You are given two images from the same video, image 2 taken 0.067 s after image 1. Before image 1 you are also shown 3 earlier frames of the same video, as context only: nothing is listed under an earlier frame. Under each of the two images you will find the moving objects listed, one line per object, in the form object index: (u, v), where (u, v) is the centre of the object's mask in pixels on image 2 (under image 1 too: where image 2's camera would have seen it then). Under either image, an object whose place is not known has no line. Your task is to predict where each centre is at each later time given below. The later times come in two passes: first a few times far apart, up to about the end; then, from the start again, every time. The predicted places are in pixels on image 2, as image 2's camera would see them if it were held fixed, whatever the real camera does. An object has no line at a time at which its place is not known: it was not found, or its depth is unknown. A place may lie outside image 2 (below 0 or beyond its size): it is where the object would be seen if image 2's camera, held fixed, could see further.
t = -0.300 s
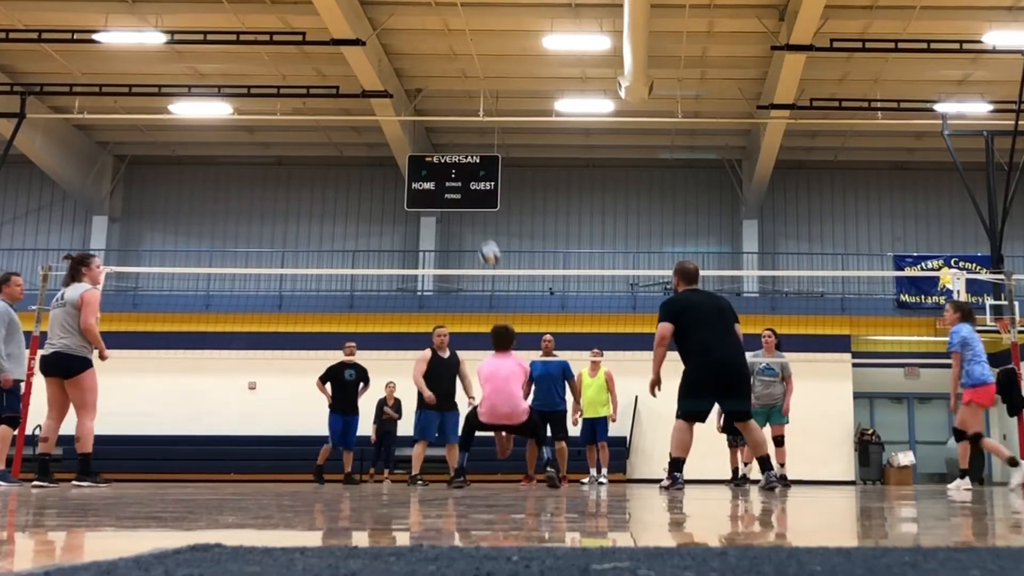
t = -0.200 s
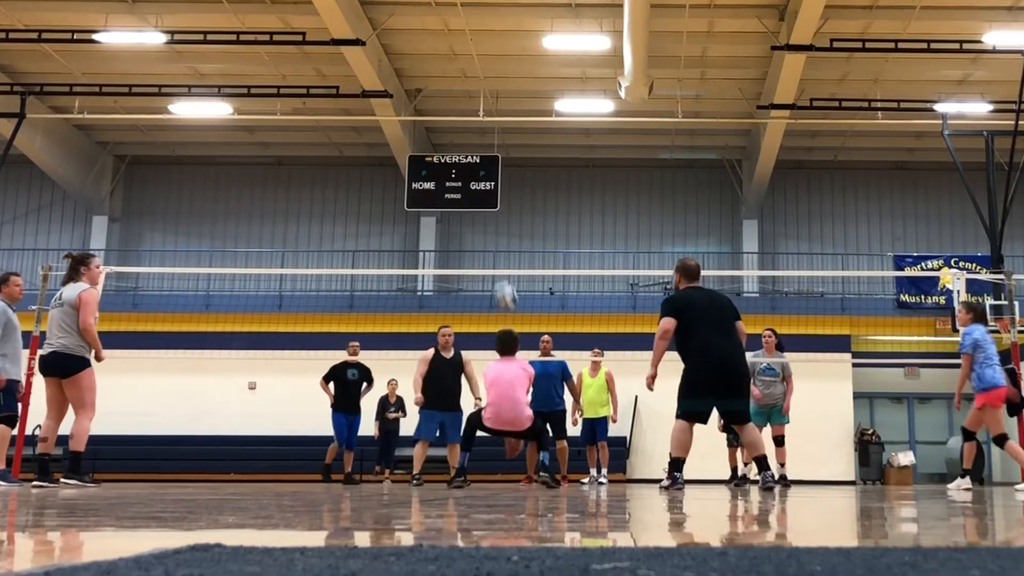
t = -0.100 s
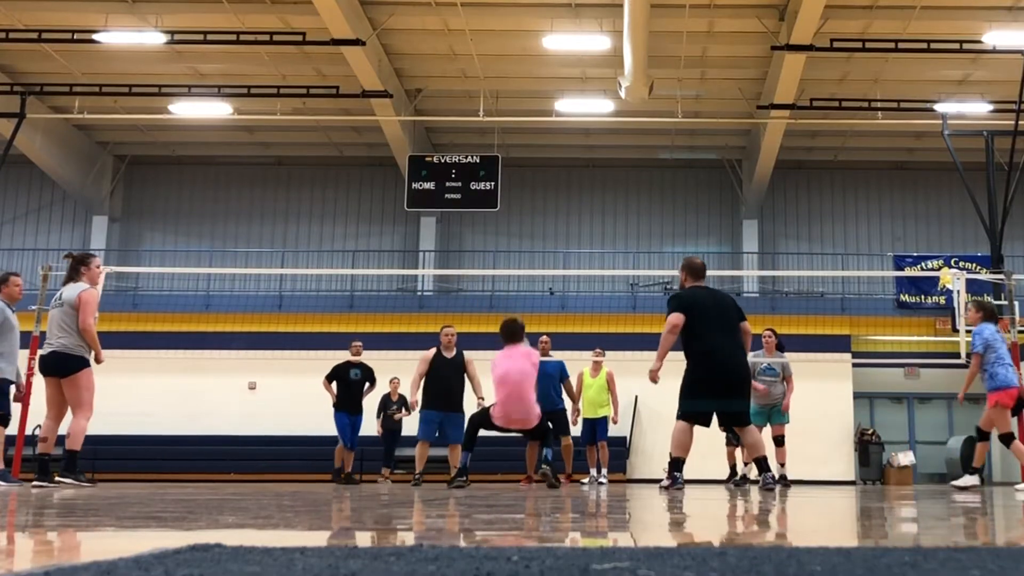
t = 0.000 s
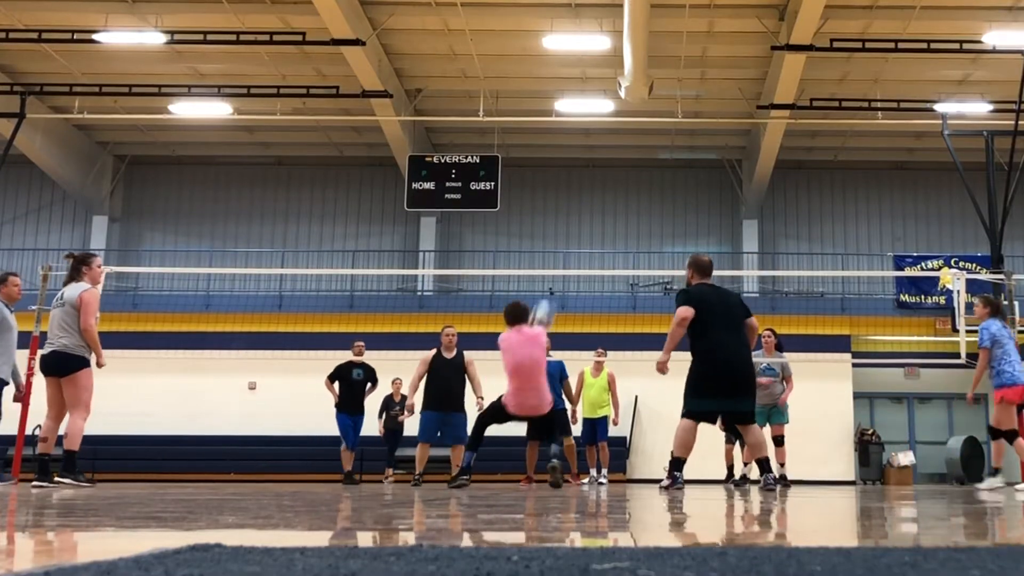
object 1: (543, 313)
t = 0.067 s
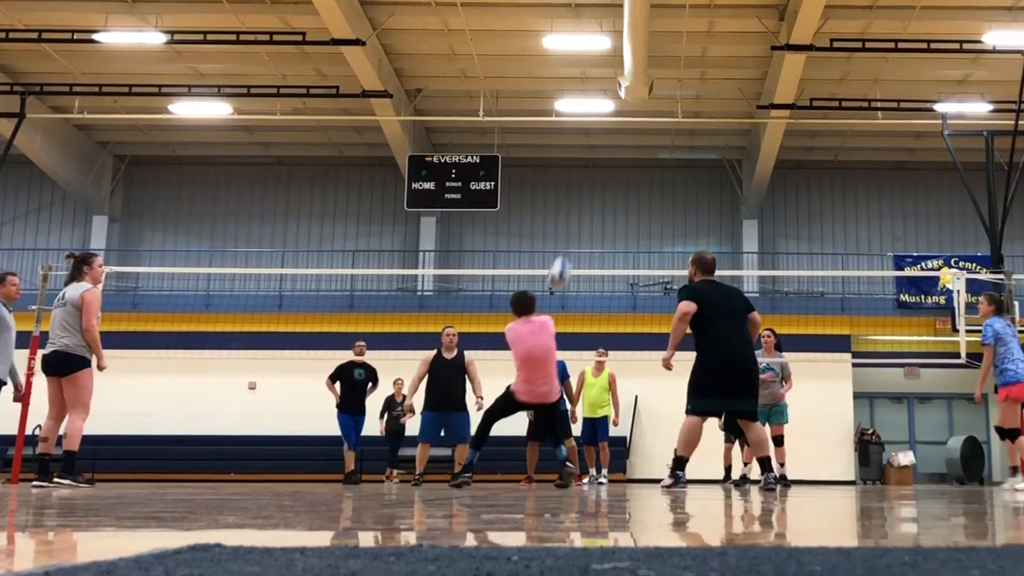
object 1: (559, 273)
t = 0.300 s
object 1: (611, 175)
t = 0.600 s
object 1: (666, 146)
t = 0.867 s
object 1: (710, 193)
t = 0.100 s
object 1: (567, 254)
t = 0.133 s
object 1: (575, 236)
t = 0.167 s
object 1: (583, 221)
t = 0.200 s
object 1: (590, 207)
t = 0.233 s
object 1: (597, 195)
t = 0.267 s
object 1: (604, 185)
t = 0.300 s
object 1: (611, 175)
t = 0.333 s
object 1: (618, 167)
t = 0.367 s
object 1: (623, 161)
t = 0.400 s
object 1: (630, 155)
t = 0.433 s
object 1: (637, 150)
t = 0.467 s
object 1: (643, 147)
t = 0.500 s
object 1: (649, 145)
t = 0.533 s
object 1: (654, 144)
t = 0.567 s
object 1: (661, 144)
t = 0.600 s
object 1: (666, 146)
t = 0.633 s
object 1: (672, 148)
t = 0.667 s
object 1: (677, 151)
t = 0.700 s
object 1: (683, 155)
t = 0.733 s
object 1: (688, 161)
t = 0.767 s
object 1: (694, 168)
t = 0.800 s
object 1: (699, 175)
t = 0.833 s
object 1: (704, 184)
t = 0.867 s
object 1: (710, 193)
